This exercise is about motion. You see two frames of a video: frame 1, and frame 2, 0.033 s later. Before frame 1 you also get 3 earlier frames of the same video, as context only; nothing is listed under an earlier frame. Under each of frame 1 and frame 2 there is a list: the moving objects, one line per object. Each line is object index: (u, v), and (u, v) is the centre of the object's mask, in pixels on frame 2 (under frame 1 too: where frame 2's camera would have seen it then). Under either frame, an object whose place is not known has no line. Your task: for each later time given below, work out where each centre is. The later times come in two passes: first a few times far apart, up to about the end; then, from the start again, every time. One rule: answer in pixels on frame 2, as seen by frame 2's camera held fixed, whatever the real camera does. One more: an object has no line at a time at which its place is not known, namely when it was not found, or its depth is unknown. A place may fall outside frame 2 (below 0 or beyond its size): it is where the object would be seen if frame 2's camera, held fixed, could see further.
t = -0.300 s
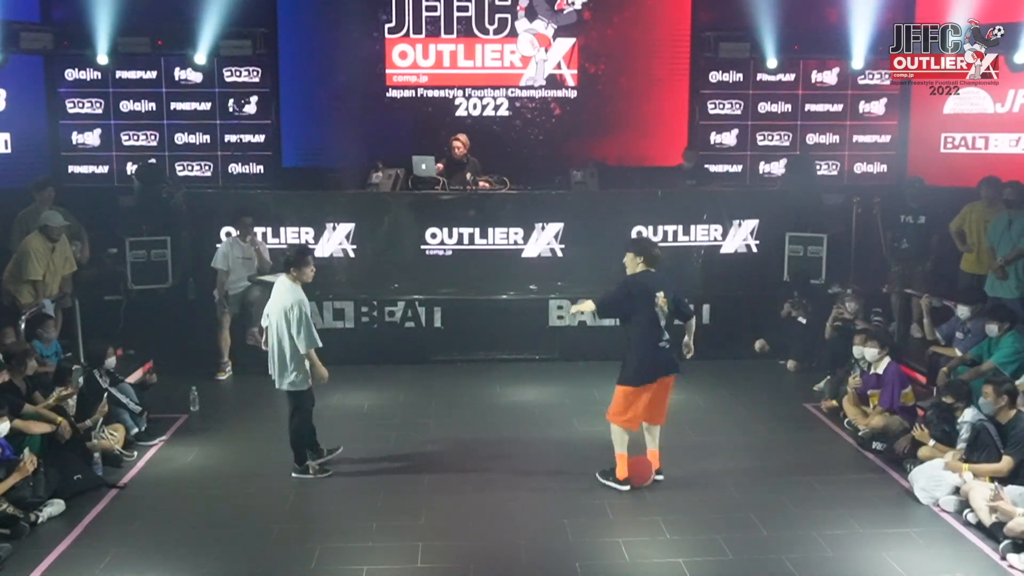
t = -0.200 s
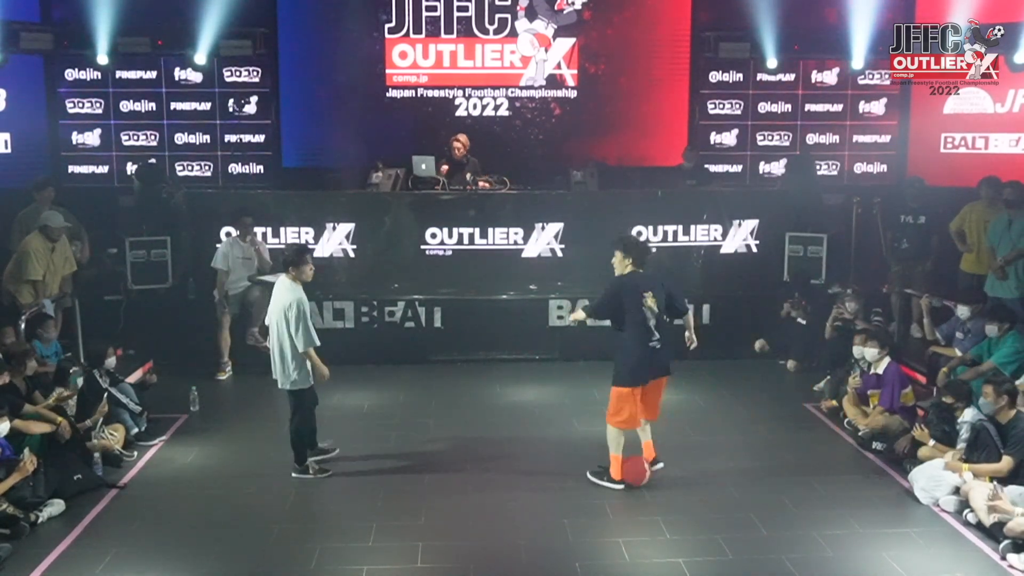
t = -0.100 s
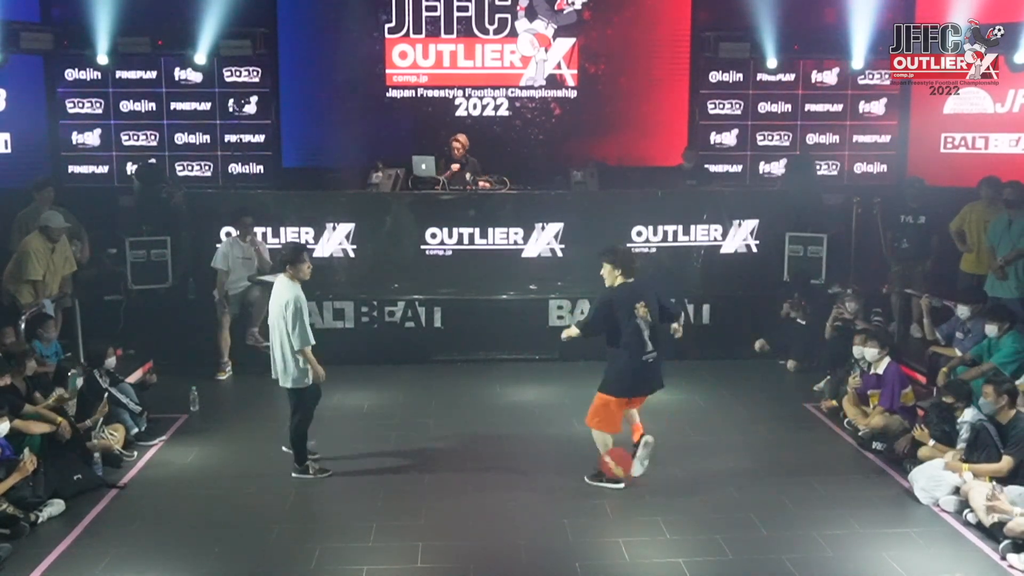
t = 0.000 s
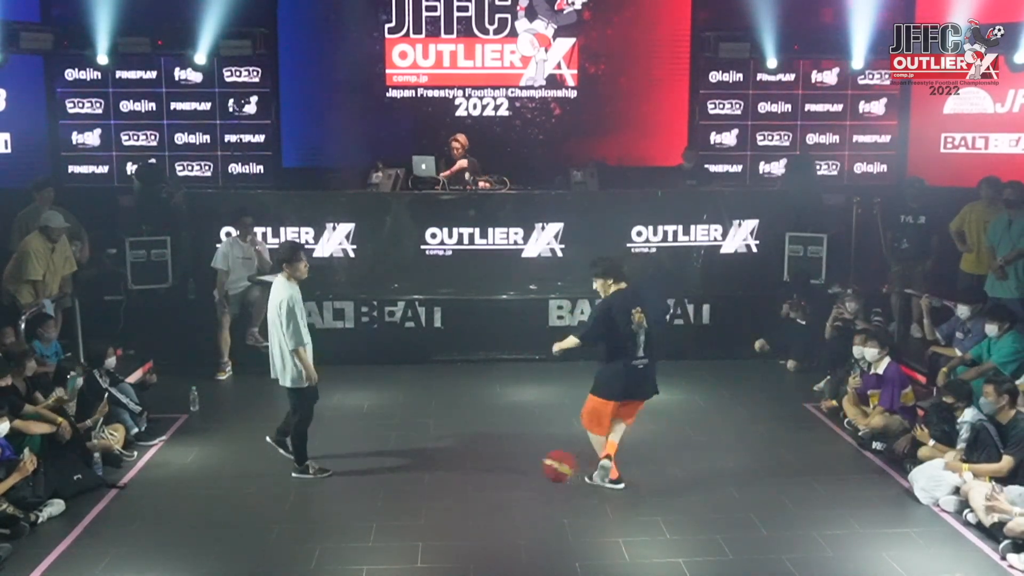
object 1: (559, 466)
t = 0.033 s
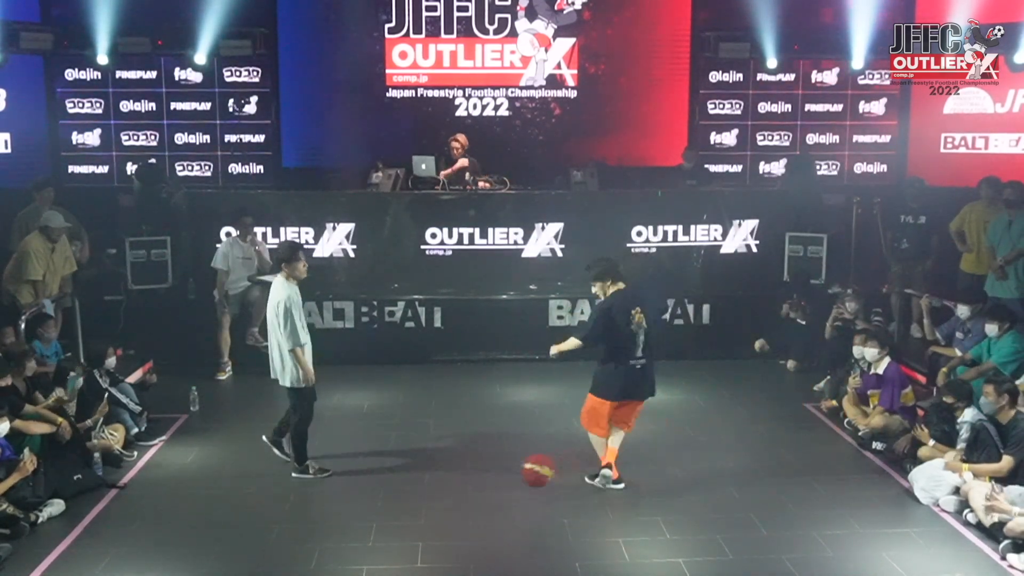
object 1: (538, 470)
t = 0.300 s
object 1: (403, 487)
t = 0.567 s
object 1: (298, 508)
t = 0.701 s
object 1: (241, 508)
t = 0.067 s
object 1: (518, 476)
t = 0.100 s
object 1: (496, 483)
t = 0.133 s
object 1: (475, 492)
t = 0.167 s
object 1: (456, 503)
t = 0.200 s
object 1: (442, 496)
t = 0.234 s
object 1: (430, 492)
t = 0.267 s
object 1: (416, 488)
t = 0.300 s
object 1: (403, 487)
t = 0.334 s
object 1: (389, 487)
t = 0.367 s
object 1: (377, 488)
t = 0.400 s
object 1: (364, 492)
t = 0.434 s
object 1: (350, 498)
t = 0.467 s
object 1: (337, 504)
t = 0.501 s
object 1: (325, 513)
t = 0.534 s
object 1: (310, 512)
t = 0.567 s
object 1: (298, 508)
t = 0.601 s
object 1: (283, 505)
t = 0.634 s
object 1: (269, 505)
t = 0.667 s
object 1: (255, 505)
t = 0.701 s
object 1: (241, 508)
